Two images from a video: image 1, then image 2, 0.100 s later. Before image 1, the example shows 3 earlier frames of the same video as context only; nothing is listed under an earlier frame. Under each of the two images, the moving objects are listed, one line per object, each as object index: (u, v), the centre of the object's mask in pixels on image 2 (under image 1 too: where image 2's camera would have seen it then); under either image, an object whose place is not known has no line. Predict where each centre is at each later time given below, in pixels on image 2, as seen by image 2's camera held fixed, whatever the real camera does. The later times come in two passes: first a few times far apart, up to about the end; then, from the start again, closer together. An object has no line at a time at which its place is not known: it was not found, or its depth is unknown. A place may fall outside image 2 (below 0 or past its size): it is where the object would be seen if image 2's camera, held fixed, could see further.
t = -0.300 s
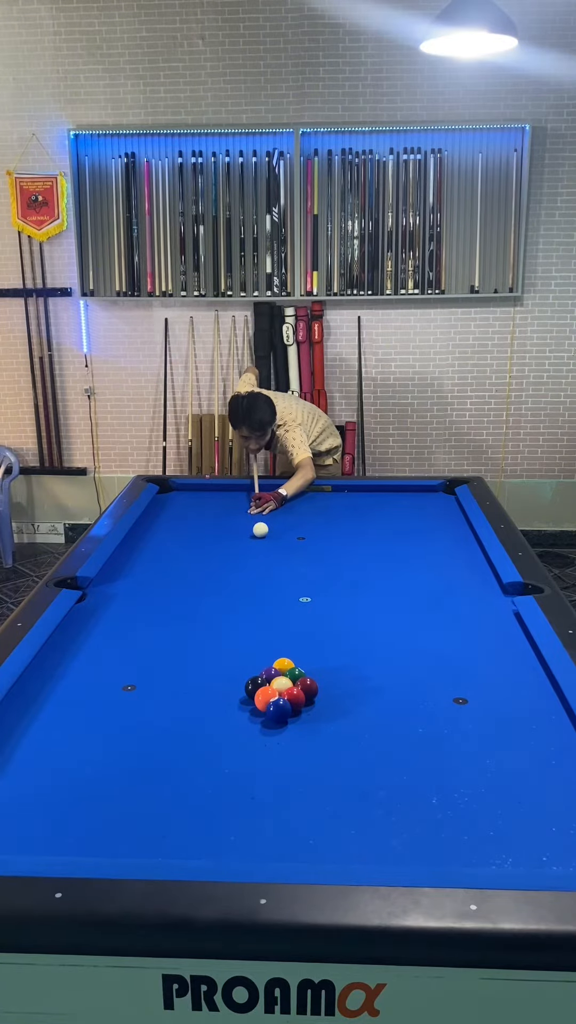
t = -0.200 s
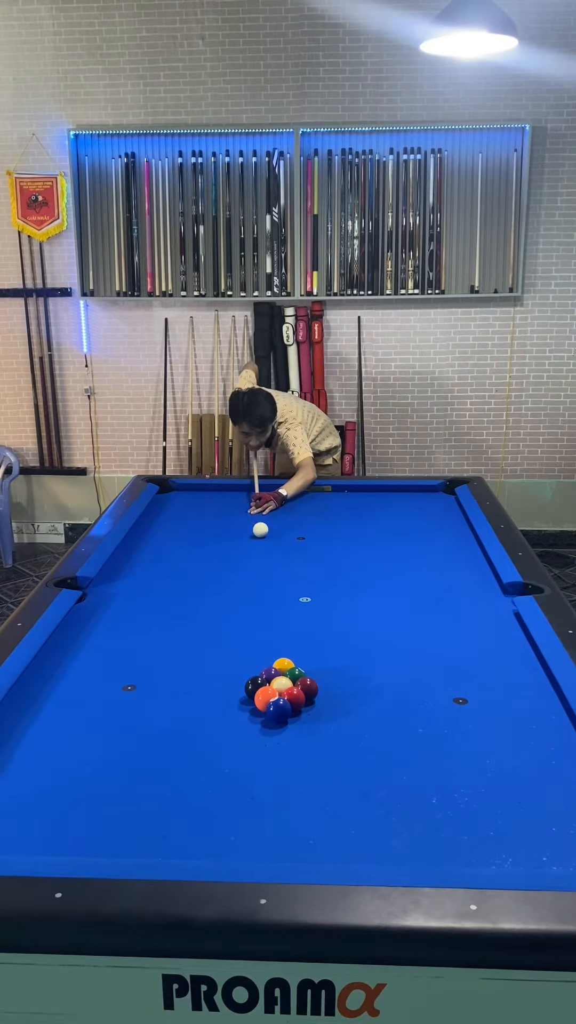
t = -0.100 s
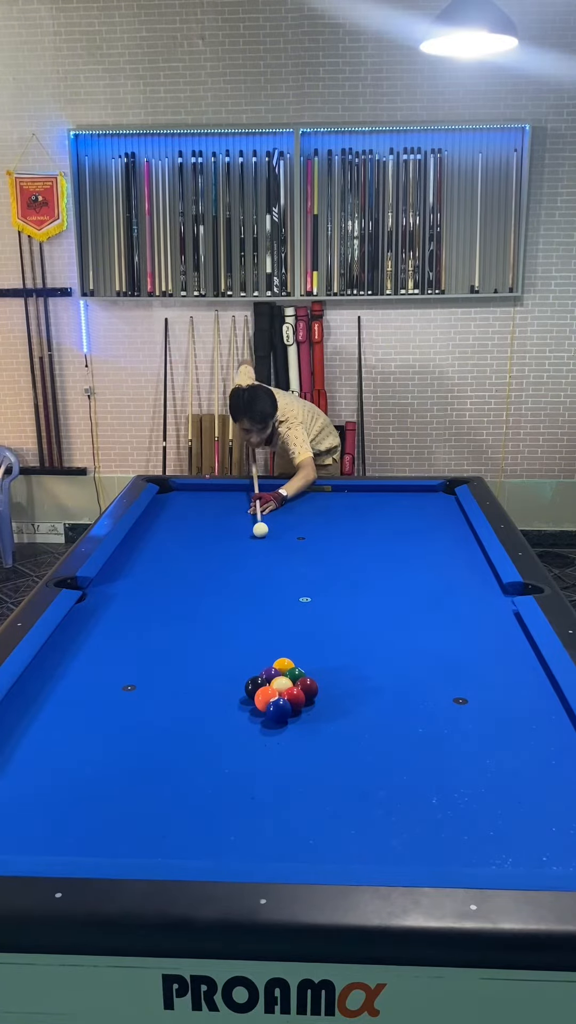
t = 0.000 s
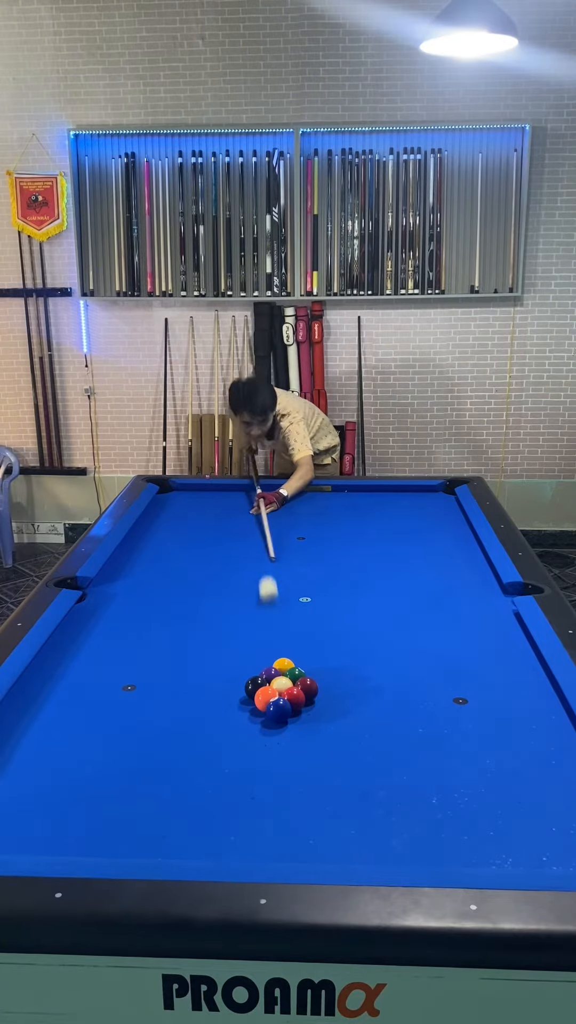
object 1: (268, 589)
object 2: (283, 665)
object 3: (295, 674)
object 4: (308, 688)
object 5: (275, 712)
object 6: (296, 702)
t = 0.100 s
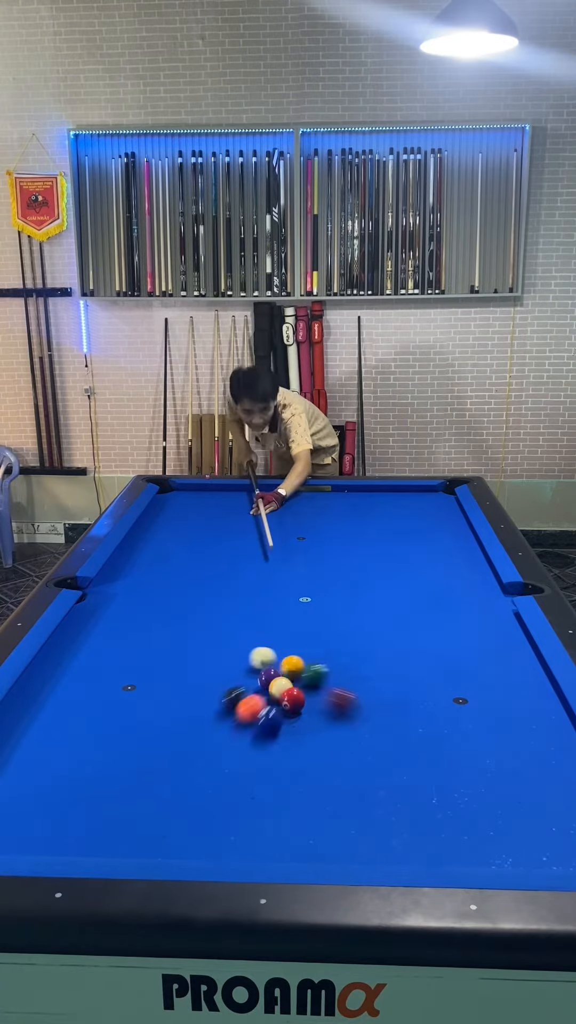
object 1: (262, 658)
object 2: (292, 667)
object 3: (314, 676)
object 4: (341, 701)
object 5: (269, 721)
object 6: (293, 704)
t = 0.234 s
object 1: (205, 652)
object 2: (326, 659)
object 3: (392, 658)
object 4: (536, 767)
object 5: (221, 787)
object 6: (294, 707)
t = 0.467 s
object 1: (126, 641)
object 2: (374, 648)
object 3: (494, 635)
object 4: (434, 832)
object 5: (160, 826)
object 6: (294, 709)
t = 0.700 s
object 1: (73, 629)
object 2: (419, 638)
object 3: (466, 616)
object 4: (265, 846)
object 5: (144, 772)
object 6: (294, 713)
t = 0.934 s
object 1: (121, 617)
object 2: (461, 629)
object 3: (414, 598)
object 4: (134, 816)
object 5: (130, 731)
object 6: (294, 717)
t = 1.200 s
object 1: (168, 604)
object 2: (506, 619)
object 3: (363, 580)
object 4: (7, 787)
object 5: (118, 693)
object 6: (294, 720)
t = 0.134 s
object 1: (246, 657)
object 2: (302, 664)
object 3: (336, 671)
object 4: (387, 716)
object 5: (256, 738)
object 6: (293, 704)
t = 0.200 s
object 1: (218, 654)
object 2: (319, 660)
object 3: (374, 662)
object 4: (484, 749)
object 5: (233, 771)
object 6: (293, 704)
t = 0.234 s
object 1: (205, 652)
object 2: (326, 659)
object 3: (392, 658)
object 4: (536, 767)
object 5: (221, 787)
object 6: (294, 707)
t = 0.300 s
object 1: (182, 649)
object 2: (341, 655)
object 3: (425, 652)
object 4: (570, 795)
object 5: (194, 823)
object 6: (294, 706)
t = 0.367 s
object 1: (159, 646)
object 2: (354, 653)
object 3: (454, 644)
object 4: (519, 809)
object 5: (168, 850)
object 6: (294, 708)
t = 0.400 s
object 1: (148, 644)
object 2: (361, 651)
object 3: (468, 640)
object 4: (490, 816)
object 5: (163, 846)
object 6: (294, 708)
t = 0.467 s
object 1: (126, 641)
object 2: (374, 648)
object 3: (494, 635)
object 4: (434, 832)
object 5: (160, 826)
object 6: (294, 709)
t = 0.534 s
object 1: (105, 637)
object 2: (388, 645)
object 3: (517, 629)
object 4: (379, 846)
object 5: (155, 809)
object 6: (294, 711)
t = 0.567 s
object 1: (94, 636)
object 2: (394, 644)
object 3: (504, 627)
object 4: (354, 851)
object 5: (153, 800)
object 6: (294, 711)
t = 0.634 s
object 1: (73, 633)
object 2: (407, 641)
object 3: (483, 621)
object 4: (307, 851)
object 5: (148, 786)
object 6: (294, 712)
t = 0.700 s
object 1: (73, 629)
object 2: (419, 638)
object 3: (466, 616)
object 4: (265, 846)
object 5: (144, 772)
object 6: (294, 713)
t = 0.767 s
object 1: (89, 625)
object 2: (432, 636)
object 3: (451, 610)
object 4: (226, 838)
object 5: (140, 760)
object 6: (295, 715)
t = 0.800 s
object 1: (96, 624)
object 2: (438, 634)
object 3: (443, 607)
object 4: (208, 833)
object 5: (138, 754)
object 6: (295, 716)
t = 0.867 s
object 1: (108, 620)
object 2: (449, 632)
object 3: (429, 603)
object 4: (170, 825)
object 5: (134, 743)
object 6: (294, 713)
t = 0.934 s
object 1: (121, 617)
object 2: (461, 629)
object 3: (414, 598)
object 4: (134, 816)
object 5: (130, 731)
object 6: (294, 717)
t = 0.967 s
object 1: (127, 615)
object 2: (467, 628)
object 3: (408, 595)
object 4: (117, 813)
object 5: (128, 727)
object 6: (294, 718)
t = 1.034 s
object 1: (139, 612)
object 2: (478, 625)
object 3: (394, 591)
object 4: (82, 805)
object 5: (125, 716)
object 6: (294, 719)
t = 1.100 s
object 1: (151, 608)
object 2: (489, 623)
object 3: (381, 587)
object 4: (50, 797)
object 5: (122, 706)
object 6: (294, 719)
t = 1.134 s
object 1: (157, 607)
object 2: (495, 622)
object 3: (375, 585)
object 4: (33, 794)
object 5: (120, 701)
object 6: (294, 719)
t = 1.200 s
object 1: (168, 604)
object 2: (506, 619)
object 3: (363, 580)
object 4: (7, 787)
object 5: (118, 693)
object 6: (294, 720)
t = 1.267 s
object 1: (179, 601)
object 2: (507, 617)
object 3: (351, 577)
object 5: (115, 683)
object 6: (295, 716)
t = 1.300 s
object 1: (185, 599)
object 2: (504, 617)
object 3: (346, 575)
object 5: (113, 680)
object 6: (295, 716)
